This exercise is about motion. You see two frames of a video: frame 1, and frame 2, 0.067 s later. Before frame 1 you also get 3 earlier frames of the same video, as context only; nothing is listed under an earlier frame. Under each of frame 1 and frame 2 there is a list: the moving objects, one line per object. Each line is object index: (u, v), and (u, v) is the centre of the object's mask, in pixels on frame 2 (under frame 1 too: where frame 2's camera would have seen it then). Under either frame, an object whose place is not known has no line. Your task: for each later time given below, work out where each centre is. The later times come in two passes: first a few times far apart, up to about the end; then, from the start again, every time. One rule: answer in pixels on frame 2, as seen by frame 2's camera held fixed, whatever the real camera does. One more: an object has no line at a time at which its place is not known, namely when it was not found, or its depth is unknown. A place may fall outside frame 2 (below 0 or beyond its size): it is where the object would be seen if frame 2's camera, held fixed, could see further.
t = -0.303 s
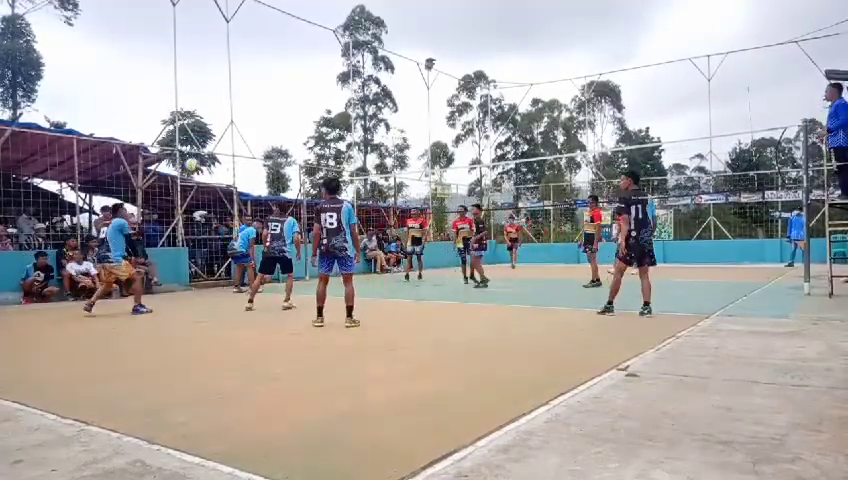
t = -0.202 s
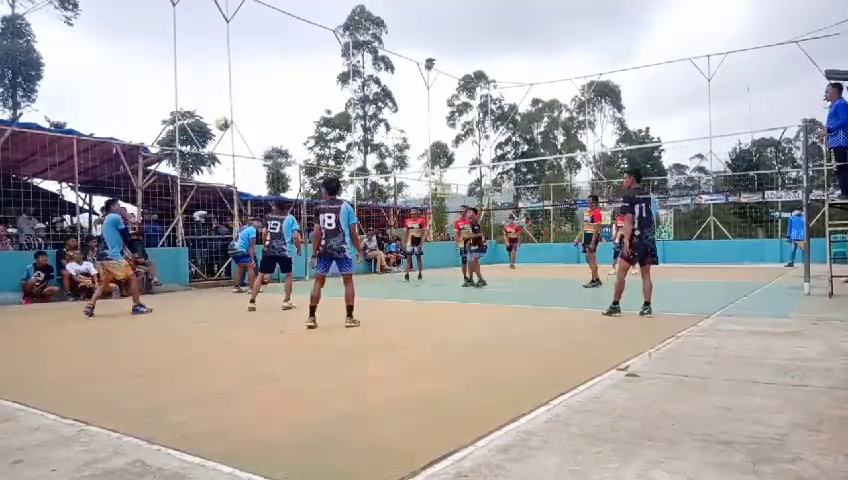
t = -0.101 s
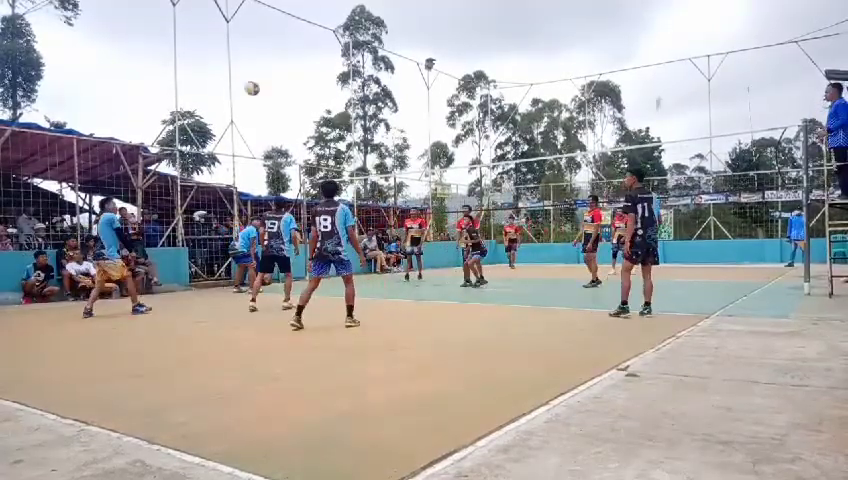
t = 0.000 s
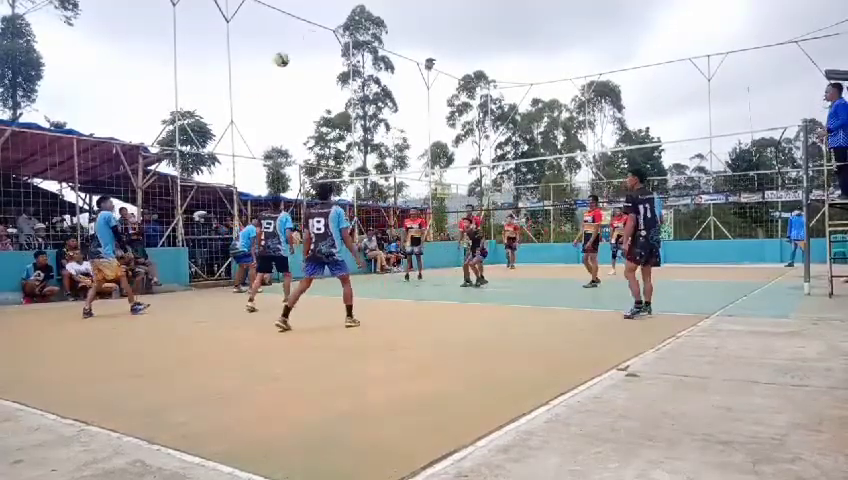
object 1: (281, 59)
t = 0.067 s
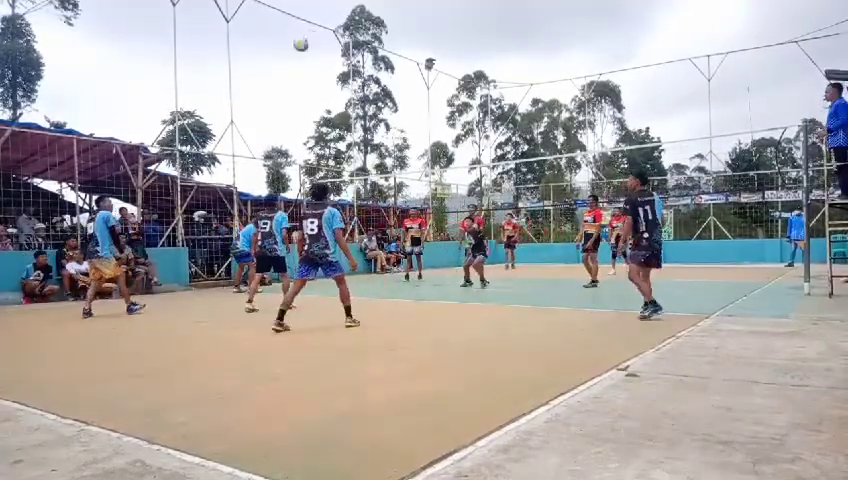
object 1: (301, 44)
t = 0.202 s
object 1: (339, 23)
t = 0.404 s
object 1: (399, 14)
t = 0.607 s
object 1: (460, 32)
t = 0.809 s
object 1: (522, 81)
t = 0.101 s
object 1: (311, 38)
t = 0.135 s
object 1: (320, 33)
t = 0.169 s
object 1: (331, 27)
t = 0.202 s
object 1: (339, 23)
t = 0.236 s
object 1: (353, 19)
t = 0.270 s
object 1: (359, 18)
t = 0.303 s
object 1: (369, 12)
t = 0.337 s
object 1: (379, 13)
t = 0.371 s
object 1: (390, 13)
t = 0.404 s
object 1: (399, 14)
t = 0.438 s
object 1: (410, 14)
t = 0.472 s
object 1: (420, 16)
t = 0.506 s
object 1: (430, 21)
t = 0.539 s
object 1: (440, 23)
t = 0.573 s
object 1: (450, 28)
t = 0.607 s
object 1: (460, 32)
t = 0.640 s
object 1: (471, 38)
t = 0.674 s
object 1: (481, 46)
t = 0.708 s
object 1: (491, 53)
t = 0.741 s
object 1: (501, 61)
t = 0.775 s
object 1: (512, 70)
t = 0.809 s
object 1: (522, 81)
